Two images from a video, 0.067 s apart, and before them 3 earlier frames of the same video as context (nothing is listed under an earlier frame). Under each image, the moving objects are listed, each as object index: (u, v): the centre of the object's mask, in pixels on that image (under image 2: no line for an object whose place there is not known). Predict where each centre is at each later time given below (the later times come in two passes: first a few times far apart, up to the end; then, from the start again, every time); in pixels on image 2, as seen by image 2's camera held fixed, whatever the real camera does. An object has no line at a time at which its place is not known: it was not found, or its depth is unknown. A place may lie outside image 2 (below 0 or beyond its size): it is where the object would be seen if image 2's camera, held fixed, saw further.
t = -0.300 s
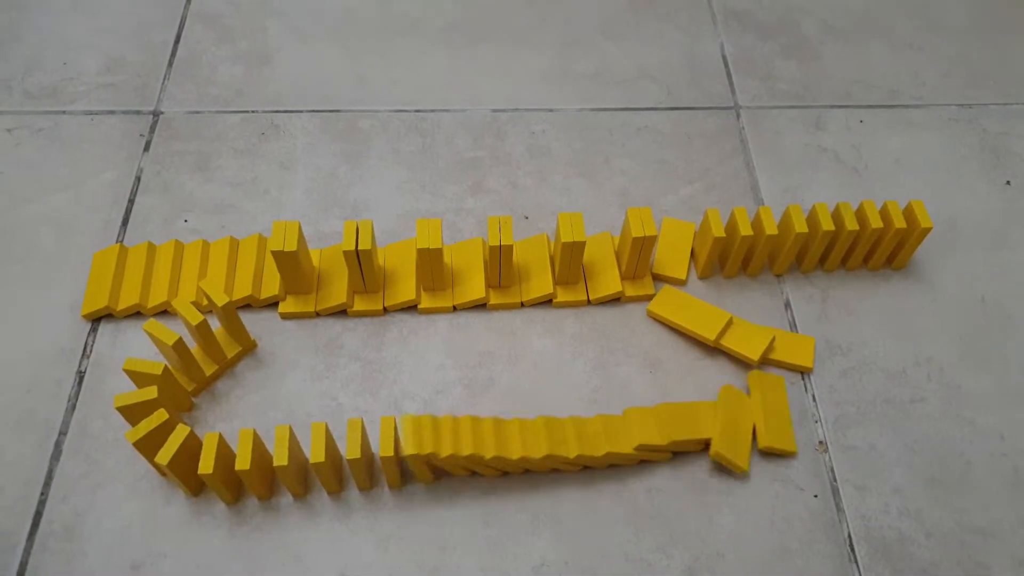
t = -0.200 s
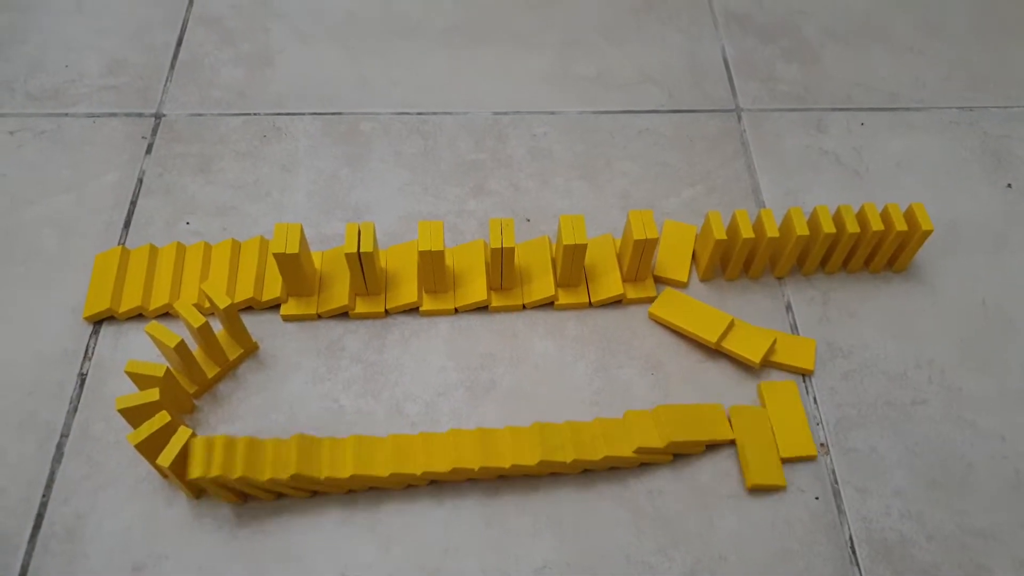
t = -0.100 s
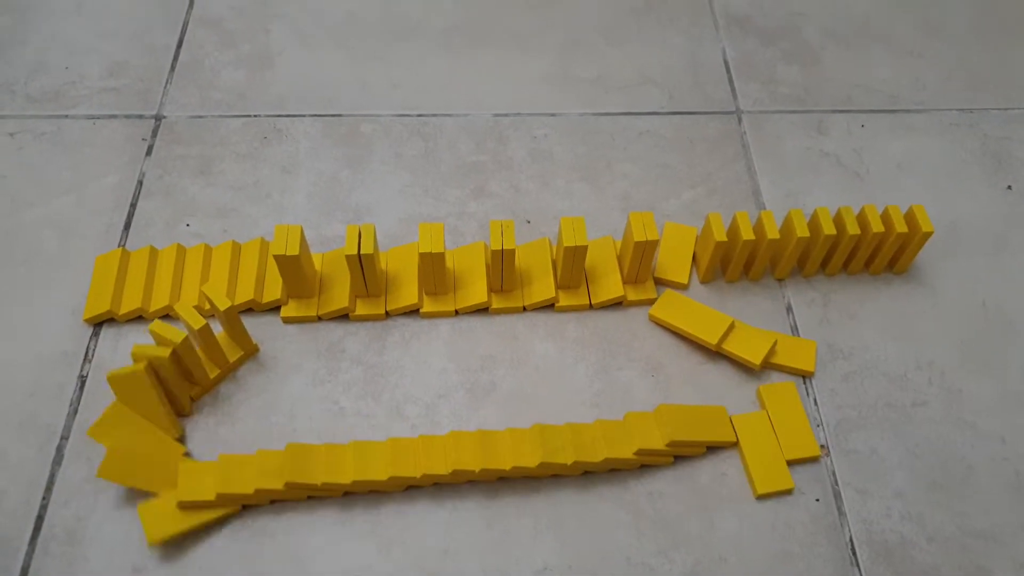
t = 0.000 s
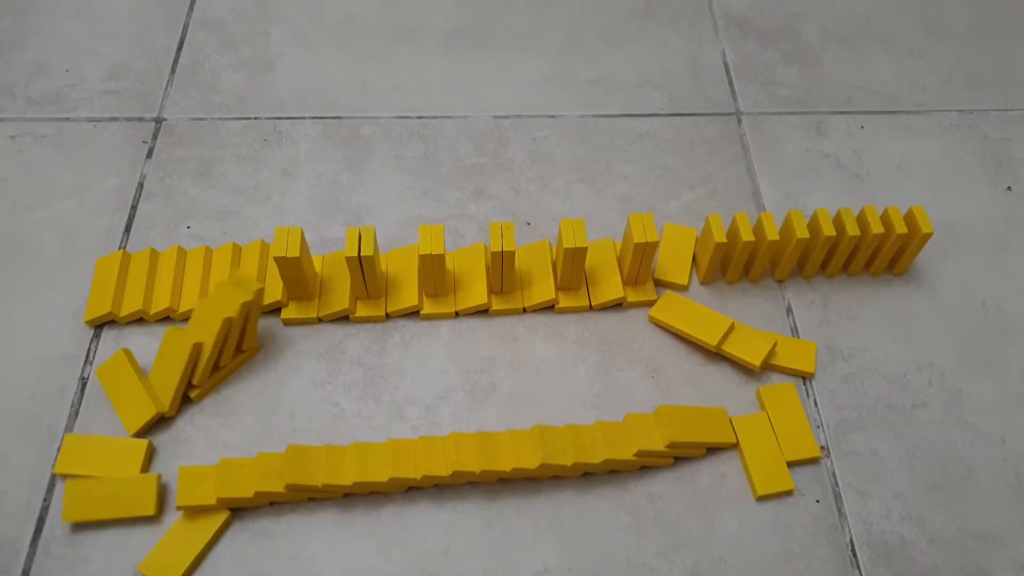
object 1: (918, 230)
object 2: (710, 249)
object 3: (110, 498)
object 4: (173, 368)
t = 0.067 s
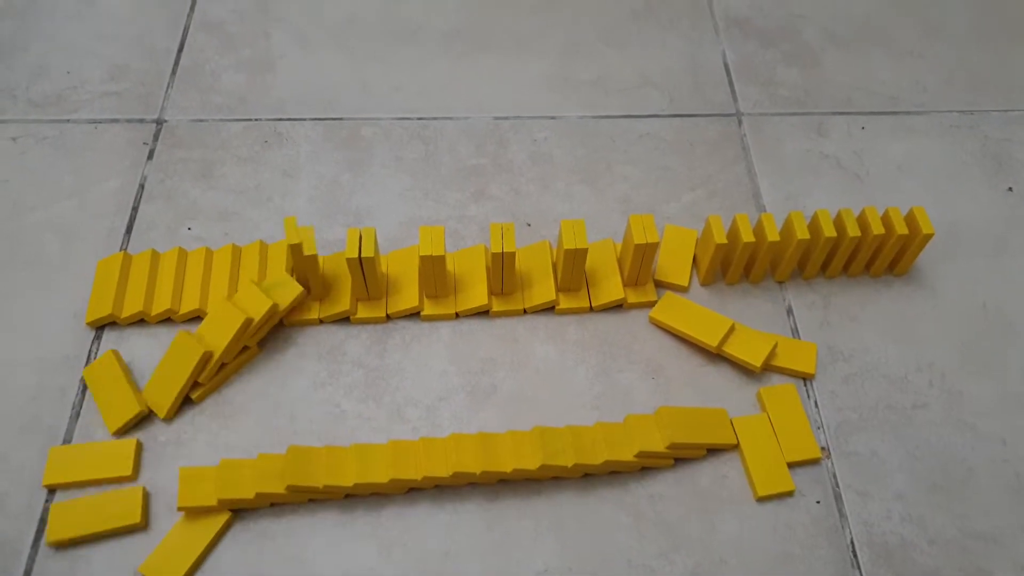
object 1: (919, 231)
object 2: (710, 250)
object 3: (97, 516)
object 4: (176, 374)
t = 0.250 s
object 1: (919, 231)
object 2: (710, 250)
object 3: (90, 523)
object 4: (161, 389)
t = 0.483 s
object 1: (913, 240)
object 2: (739, 251)
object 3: (90, 523)
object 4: (161, 389)
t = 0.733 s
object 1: (985, 255)
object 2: (755, 253)
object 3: (90, 523)
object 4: (161, 389)
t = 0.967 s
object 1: (1004, 252)
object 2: (753, 257)
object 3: (90, 522)
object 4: (161, 389)
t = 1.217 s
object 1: (1003, 252)
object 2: (752, 258)
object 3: (91, 522)
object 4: (162, 389)
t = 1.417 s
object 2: (754, 257)
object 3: (90, 522)
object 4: (161, 389)
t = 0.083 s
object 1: (918, 231)
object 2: (710, 250)
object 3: (94, 518)
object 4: (175, 376)
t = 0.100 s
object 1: (918, 231)
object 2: (710, 250)
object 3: (91, 520)
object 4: (174, 377)
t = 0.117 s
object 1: (918, 231)
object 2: (710, 250)
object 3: (90, 522)
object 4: (173, 378)
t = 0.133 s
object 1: (918, 231)
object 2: (710, 250)
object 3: (89, 523)
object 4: (172, 380)
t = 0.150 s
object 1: (918, 232)
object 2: (710, 250)
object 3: (89, 523)
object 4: (169, 381)
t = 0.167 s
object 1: (918, 232)
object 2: (710, 250)
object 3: (90, 523)
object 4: (168, 383)
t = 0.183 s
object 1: (918, 232)
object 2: (710, 250)
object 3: (90, 523)
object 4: (165, 386)
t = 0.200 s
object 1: (918, 231)
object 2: (710, 250)
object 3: (90, 523)
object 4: (164, 387)
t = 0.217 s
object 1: (918, 231)
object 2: (710, 250)
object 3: (90, 523)
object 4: (162, 388)
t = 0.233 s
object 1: (919, 231)
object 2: (710, 250)
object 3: (90, 523)
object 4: (162, 389)
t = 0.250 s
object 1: (919, 231)
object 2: (710, 250)
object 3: (90, 523)
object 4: (161, 389)
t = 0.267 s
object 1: (919, 231)
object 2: (710, 250)
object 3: (90, 523)
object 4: (161, 389)
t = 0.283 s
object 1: (913, 240)
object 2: (710, 250)
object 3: (90, 523)
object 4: (161, 389)
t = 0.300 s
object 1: (913, 240)
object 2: (710, 250)
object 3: (90, 522)
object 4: (161, 389)
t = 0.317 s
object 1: (913, 240)
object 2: (710, 250)
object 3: (90, 523)
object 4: (161, 389)
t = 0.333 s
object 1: (913, 240)
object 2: (710, 250)
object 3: (90, 522)
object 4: (161, 389)
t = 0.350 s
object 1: (913, 240)
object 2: (710, 250)
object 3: (90, 522)
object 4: (161, 389)
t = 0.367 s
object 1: (913, 240)
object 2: (710, 250)
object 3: (90, 522)
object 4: (161, 389)
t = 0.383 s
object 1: (913, 240)
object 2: (710, 250)
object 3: (90, 522)
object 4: (161, 389)
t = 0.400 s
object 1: (913, 240)
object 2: (710, 250)
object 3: (90, 522)
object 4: (161, 389)
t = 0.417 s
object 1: (913, 240)
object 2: (710, 250)
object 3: (90, 523)
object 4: (161, 389)
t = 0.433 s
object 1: (913, 240)
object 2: (710, 251)
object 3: (90, 523)
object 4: (161, 389)
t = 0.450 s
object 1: (913, 240)
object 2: (720, 248)
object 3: (90, 523)
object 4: (161, 389)
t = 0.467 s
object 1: (913, 240)
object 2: (728, 248)
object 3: (90, 523)
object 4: (161, 389)
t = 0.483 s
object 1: (913, 240)
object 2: (739, 251)
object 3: (90, 523)
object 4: (161, 389)
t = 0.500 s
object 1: (913, 240)
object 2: (749, 248)
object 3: (90, 523)
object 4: (161, 389)
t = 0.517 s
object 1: (913, 240)
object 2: (761, 247)
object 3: (90, 523)
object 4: (161, 389)
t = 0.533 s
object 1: (913, 240)
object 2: (760, 244)
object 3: (90, 523)
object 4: (161, 389)
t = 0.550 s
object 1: (913, 240)
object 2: (758, 247)
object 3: (90, 523)
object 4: (161, 389)
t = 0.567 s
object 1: (913, 240)
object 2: (754, 250)
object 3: (90, 523)
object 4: (161, 389)
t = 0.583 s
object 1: (913, 240)
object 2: (755, 250)
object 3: (90, 523)
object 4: (161, 389)
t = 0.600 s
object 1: (917, 241)
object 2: (756, 251)
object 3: (90, 523)
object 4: (161, 389)
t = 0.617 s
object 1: (931, 225)
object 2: (756, 251)
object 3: (90, 523)
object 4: (161, 389)
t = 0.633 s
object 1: (941, 224)
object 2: (756, 251)
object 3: (90, 523)
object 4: (161, 389)
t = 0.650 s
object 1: (952, 231)
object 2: (756, 252)
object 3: (90, 523)
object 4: (161, 389)
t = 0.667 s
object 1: (960, 240)
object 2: (756, 253)
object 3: (90, 523)
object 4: (161, 389)
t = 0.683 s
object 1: (966, 252)
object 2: (755, 253)
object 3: (90, 523)
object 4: (161, 389)
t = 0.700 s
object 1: (966, 259)
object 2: (755, 253)
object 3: (90, 523)
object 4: (161, 389)
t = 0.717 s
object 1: (975, 257)
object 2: (755, 253)
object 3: (90, 523)
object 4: (161, 389)
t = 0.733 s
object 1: (985, 255)
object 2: (755, 253)
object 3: (90, 523)
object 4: (161, 389)
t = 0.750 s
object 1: (990, 254)
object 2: (755, 254)
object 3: (90, 522)
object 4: (161, 389)
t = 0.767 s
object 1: (993, 253)
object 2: (754, 254)
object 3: (90, 523)
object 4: (161, 389)
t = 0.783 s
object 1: (993, 253)
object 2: (754, 254)
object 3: (90, 523)
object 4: (161, 389)
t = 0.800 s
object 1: (995, 252)
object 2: (754, 255)
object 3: (90, 523)
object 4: (161, 389)
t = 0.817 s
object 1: (998, 252)
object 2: (753, 255)
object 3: (90, 523)
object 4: (161, 389)
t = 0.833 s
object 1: (1001, 252)
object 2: (753, 255)
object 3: (90, 523)
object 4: (161, 389)
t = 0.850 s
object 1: (1002, 252)
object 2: (752, 255)
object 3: (90, 523)
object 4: (161, 389)
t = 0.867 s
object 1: (1004, 252)
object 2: (752, 256)
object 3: (90, 523)
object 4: (161, 389)
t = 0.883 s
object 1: (1004, 252)
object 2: (753, 256)
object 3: (90, 523)
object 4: (161, 389)
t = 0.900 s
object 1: (1004, 252)
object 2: (753, 256)
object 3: (90, 523)
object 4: (161, 389)
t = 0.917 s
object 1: (1004, 252)
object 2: (753, 257)
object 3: (90, 522)
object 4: (161, 389)
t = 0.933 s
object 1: (1004, 252)
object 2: (753, 257)
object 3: (90, 522)
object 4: (161, 389)
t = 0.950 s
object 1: (1004, 252)
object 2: (753, 257)
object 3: (90, 522)
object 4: (161, 389)
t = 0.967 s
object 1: (1004, 252)
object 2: (753, 257)
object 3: (90, 522)
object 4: (161, 389)
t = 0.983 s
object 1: (1004, 252)
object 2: (753, 257)
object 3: (90, 522)
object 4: (161, 389)
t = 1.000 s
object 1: (1004, 252)
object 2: (753, 257)
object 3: (91, 522)
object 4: (161, 389)
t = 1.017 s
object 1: (1004, 252)
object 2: (753, 257)
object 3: (91, 522)
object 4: (161, 389)
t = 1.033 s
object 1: (1004, 252)
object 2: (753, 257)
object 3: (91, 522)
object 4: (161, 389)
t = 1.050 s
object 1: (1004, 252)
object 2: (753, 257)
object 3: (91, 523)
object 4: (161, 389)
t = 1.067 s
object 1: (1004, 252)
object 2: (753, 257)
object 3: (91, 523)
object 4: (161, 389)
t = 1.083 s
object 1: (1004, 252)
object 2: (753, 257)
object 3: (91, 523)
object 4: (161, 389)
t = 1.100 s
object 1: (1004, 252)
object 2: (753, 257)
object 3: (90, 523)
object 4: (161, 389)
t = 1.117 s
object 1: (1004, 252)
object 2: (753, 257)
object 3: (90, 523)
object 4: (161, 389)
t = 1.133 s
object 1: (1004, 252)
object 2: (753, 257)
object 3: (91, 523)
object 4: (161, 389)
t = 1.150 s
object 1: (1004, 252)
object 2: (753, 257)
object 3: (91, 522)
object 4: (162, 389)
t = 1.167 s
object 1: (1004, 252)
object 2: (753, 257)
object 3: (91, 522)
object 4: (162, 389)
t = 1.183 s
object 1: (1003, 252)
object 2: (752, 257)
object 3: (91, 522)
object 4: (162, 389)
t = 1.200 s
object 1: (1003, 252)
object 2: (752, 257)
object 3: (91, 522)
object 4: (162, 389)
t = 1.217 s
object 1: (1003, 252)
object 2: (752, 258)
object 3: (91, 522)
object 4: (162, 389)
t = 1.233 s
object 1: (1003, 252)
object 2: (753, 258)
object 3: (91, 522)
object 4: (161, 389)
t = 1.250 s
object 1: (1003, 252)
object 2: (753, 258)
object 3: (91, 523)
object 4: (161, 389)
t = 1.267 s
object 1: (1003, 252)
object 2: (753, 258)
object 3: (90, 523)
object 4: (161, 389)
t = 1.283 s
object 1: (1003, 252)
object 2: (753, 257)
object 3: (90, 523)
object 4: (161, 389)
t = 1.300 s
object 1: (1003, 252)
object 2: (753, 257)
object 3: (90, 523)
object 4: (161, 389)
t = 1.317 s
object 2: (753, 257)
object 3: (90, 523)
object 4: (161, 389)
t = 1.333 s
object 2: (753, 257)
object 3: (90, 523)
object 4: (161, 389)
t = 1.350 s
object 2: (753, 257)
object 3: (90, 523)
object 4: (161, 389)
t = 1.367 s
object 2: (753, 258)
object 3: (90, 523)
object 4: (161, 389)
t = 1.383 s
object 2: (753, 258)
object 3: (90, 522)
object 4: (161, 389)
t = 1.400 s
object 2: (753, 258)
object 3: (90, 522)
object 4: (161, 389)
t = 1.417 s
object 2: (754, 257)
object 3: (90, 522)
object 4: (161, 389)
